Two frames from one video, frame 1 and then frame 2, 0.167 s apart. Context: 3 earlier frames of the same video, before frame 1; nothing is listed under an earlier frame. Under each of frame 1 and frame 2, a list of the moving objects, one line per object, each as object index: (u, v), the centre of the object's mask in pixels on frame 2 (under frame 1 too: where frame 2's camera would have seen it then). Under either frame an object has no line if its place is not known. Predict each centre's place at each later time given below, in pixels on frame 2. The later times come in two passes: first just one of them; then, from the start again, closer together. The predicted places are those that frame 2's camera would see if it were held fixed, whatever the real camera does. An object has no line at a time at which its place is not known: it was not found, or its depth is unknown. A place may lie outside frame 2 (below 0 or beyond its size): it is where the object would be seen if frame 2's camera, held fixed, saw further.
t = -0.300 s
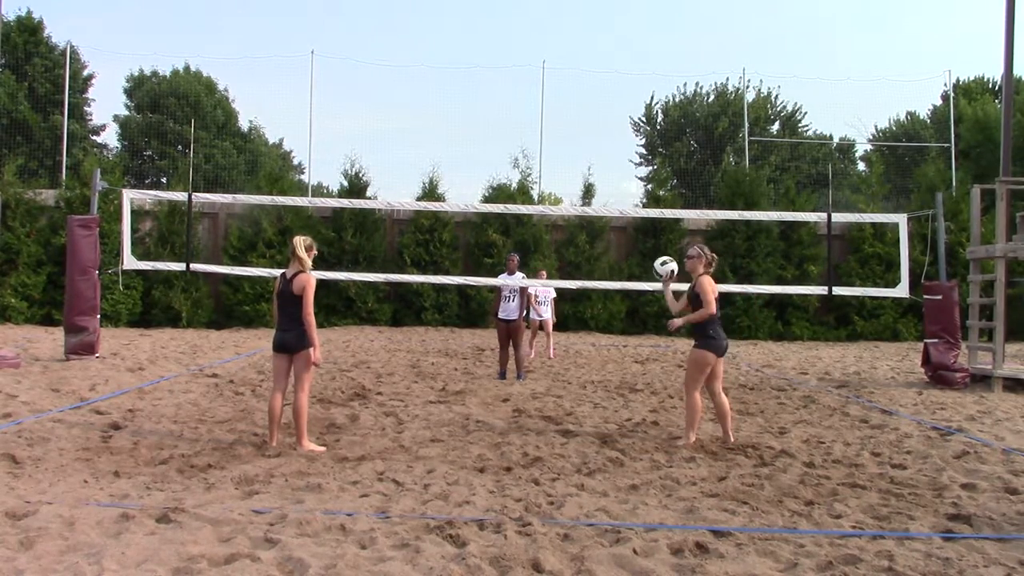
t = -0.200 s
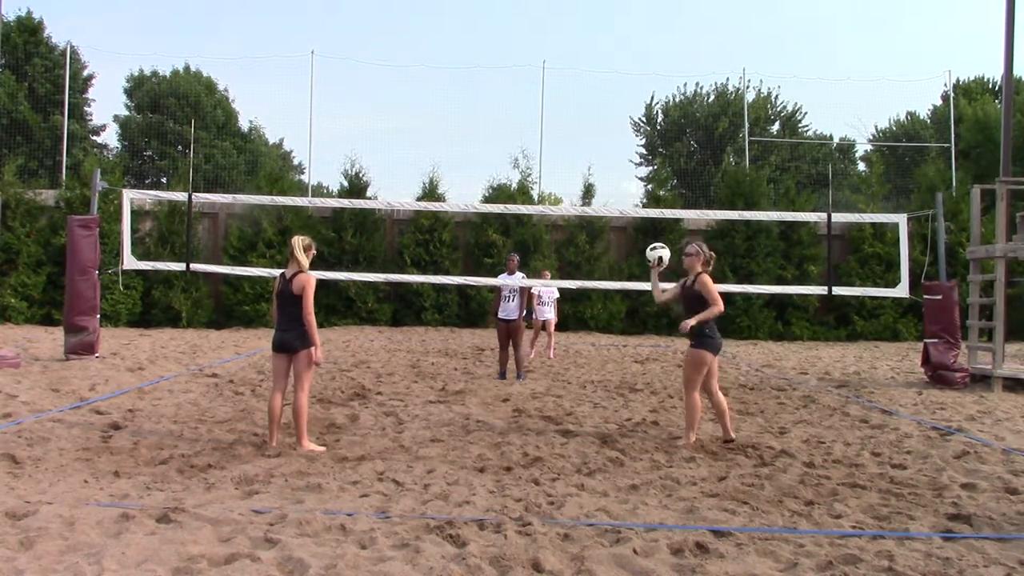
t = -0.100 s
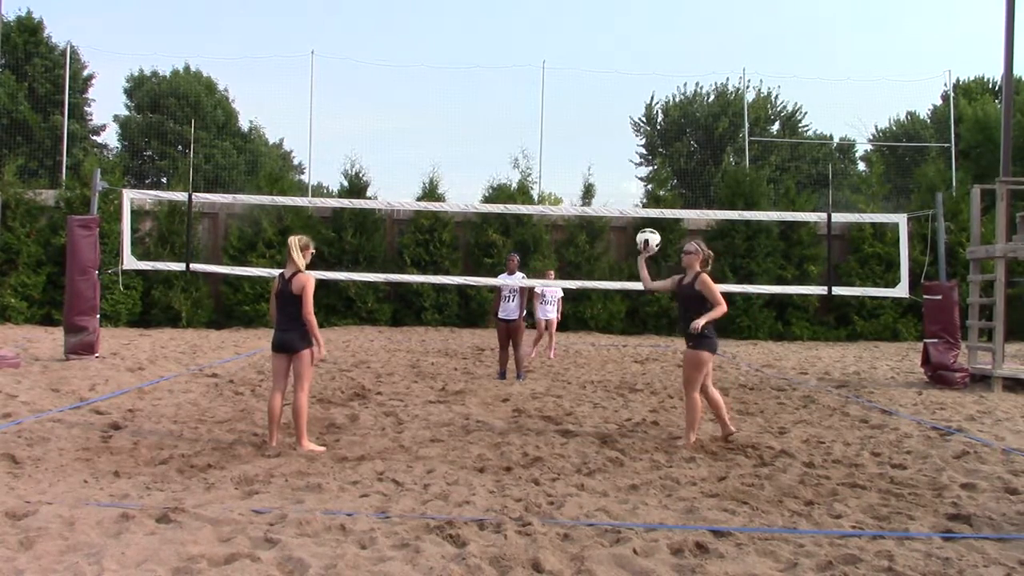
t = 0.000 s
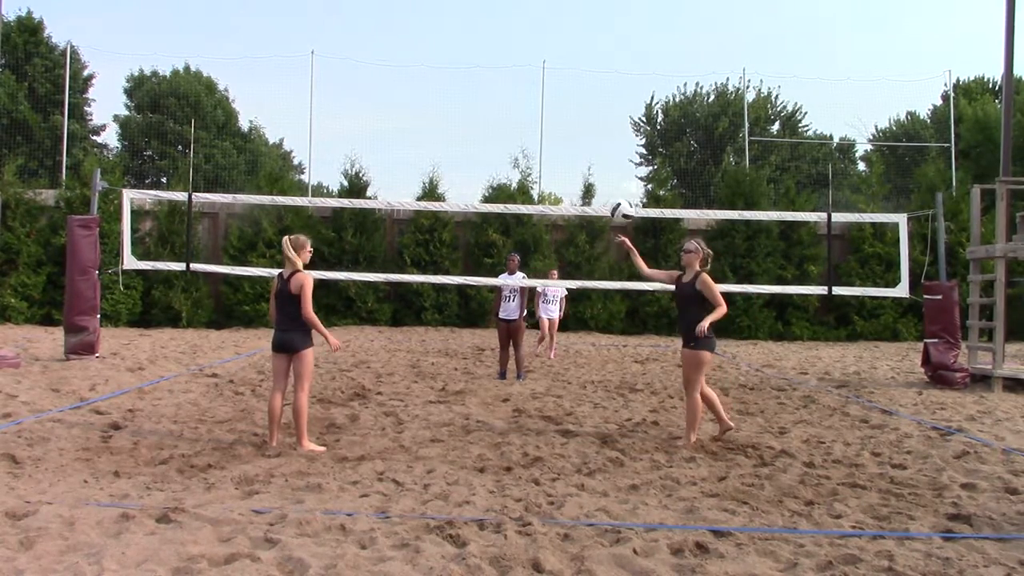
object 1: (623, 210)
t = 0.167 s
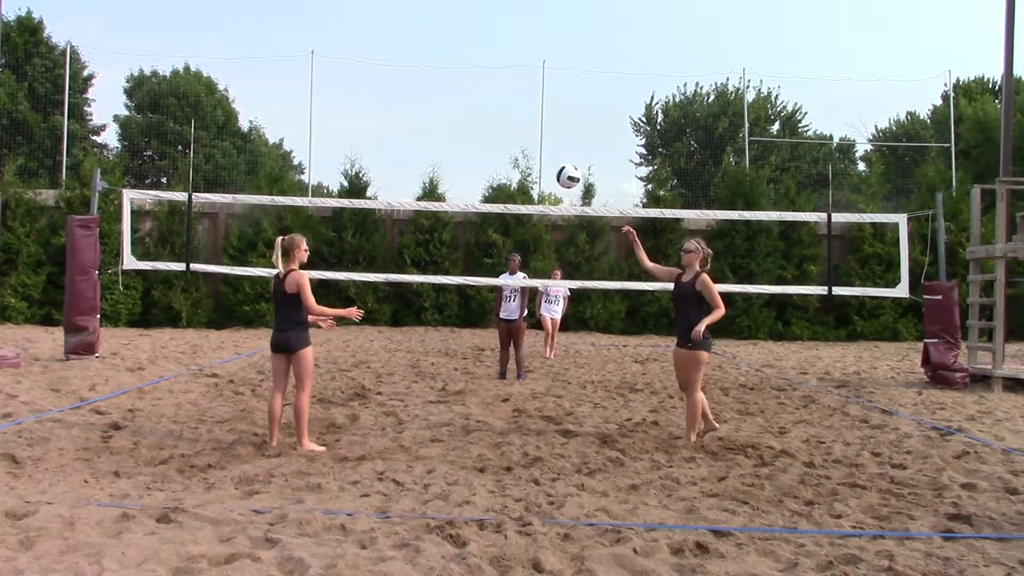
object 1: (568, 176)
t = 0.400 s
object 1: (491, 181)
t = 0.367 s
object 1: (502, 176)
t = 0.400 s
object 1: (491, 181)
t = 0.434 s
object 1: (480, 187)
